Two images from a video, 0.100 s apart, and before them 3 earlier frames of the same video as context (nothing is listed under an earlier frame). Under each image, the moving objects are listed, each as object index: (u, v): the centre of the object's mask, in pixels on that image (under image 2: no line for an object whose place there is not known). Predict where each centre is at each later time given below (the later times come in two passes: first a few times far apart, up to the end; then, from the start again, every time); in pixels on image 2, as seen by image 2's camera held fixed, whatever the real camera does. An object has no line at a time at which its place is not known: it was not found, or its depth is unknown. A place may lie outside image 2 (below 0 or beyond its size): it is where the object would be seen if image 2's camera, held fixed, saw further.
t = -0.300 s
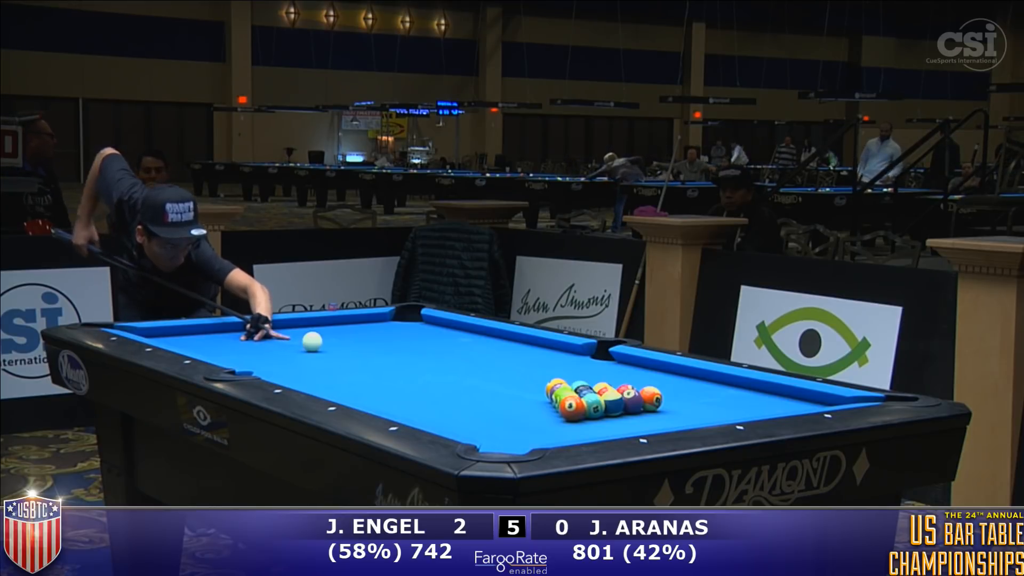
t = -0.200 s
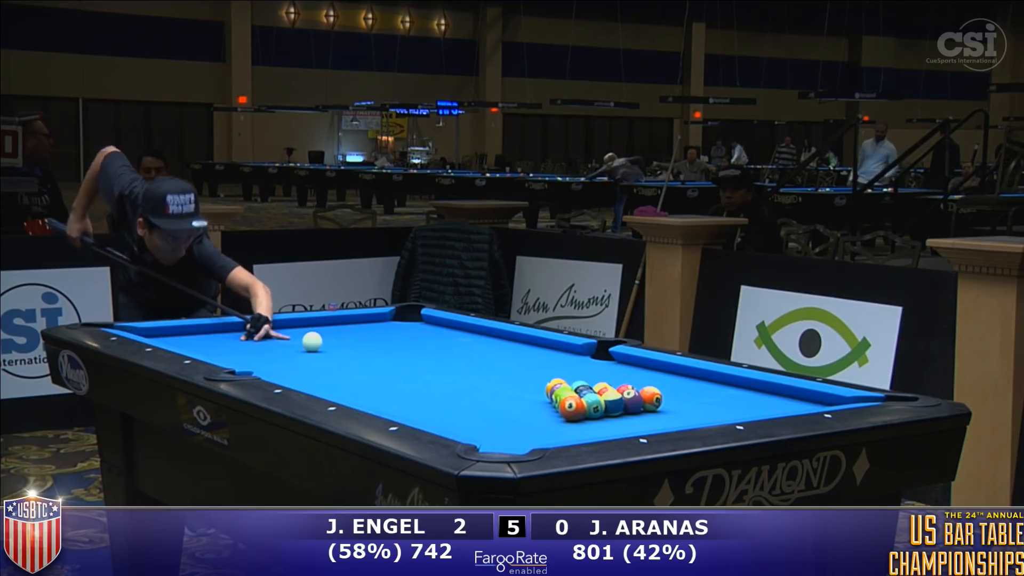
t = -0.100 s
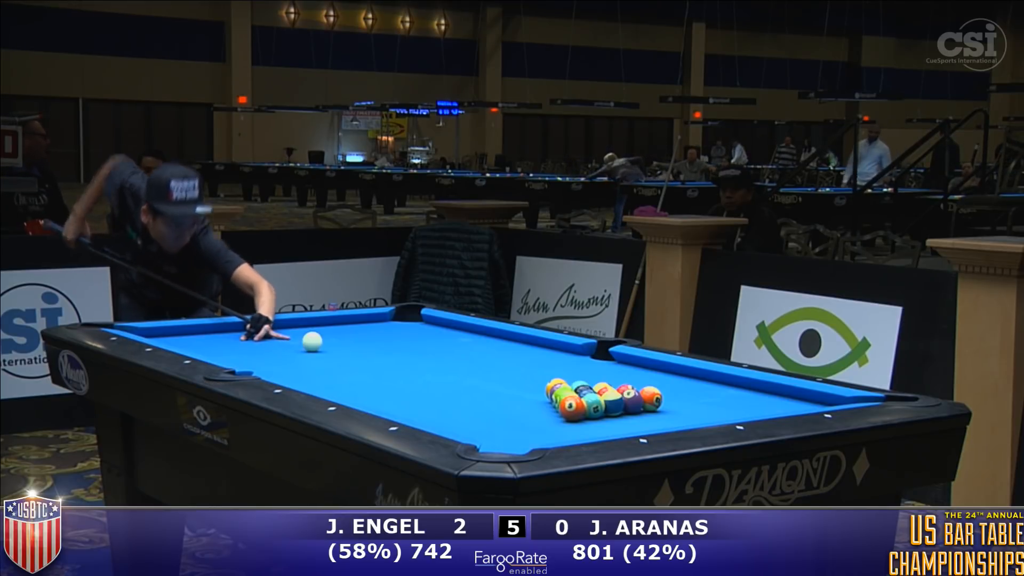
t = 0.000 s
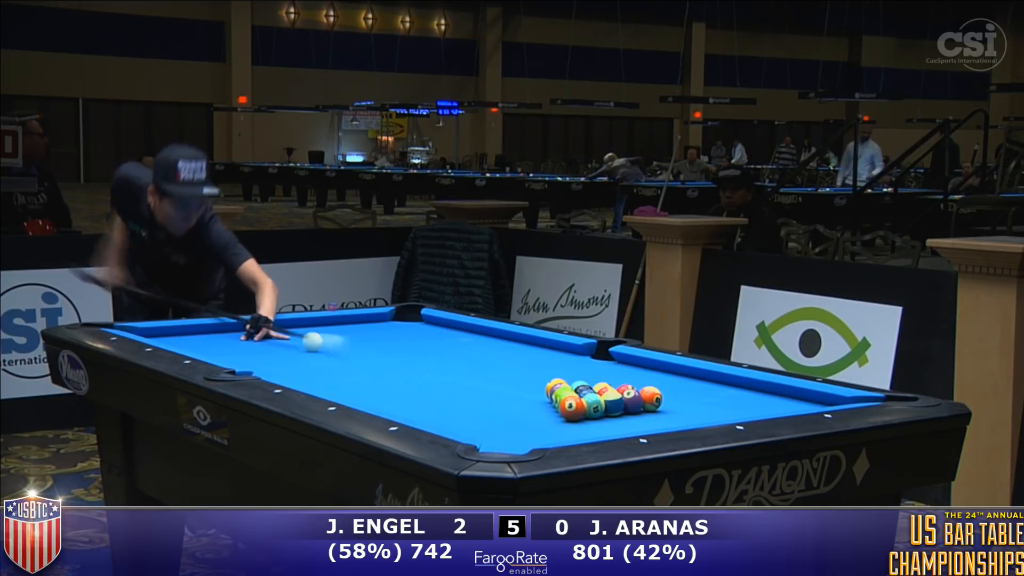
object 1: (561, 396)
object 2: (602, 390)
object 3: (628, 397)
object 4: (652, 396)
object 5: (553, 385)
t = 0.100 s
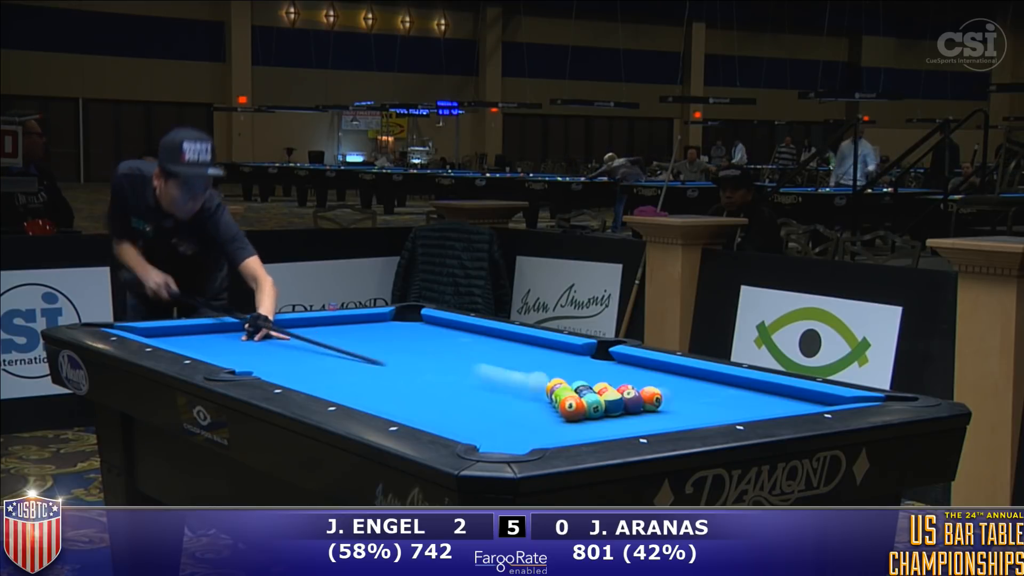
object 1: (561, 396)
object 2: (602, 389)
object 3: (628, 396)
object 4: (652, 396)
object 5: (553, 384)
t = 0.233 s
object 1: (542, 406)
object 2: (622, 385)
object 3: (717, 415)
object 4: (656, 391)
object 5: (541, 376)
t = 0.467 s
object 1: (497, 409)
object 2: (652, 377)
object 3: (629, 397)
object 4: (698, 382)
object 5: (513, 373)
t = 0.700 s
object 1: (448, 412)
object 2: (679, 369)
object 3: (555, 381)
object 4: (710, 377)
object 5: (489, 363)
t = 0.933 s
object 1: (396, 408)
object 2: (635, 368)
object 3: (491, 368)
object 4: (665, 377)
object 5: (466, 353)
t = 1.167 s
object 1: (413, 403)
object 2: (591, 367)
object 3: (440, 361)
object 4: (622, 376)
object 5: (448, 344)
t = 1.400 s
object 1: (432, 399)
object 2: (549, 366)
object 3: (391, 355)
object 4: (580, 375)
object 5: (430, 338)
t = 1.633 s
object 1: (449, 394)
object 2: (508, 365)
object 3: (346, 349)
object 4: (539, 376)
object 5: (414, 331)
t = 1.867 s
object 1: (463, 389)
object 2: (469, 364)
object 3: (304, 343)
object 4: (501, 376)
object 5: (391, 327)
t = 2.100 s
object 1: (477, 384)
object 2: (433, 363)
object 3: (265, 338)
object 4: (462, 374)
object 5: (361, 329)
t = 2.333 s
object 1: (489, 379)
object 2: (396, 363)
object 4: (441, 376)
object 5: (337, 332)
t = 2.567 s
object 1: (500, 375)
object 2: (359, 361)
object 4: (431, 377)
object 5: (314, 335)
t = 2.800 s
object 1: (511, 372)
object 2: (331, 362)
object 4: (423, 377)
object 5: (290, 339)
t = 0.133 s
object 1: (557, 400)
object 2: (605, 388)
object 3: (646, 403)
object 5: (553, 377)
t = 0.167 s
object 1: (554, 404)
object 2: (611, 387)
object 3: (672, 411)
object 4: (643, 393)
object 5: (550, 374)
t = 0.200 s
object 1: (548, 405)
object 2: (617, 386)
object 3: (695, 414)
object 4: (650, 392)
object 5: (545, 373)
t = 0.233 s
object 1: (542, 406)
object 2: (622, 385)
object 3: (717, 415)
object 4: (656, 391)
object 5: (541, 376)
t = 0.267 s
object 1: (535, 406)
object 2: (627, 385)
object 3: (708, 414)
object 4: (662, 390)
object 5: (536, 380)
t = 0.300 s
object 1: (528, 406)
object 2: (632, 384)
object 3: (693, 413)
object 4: (669, 388)
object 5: (532, 377)
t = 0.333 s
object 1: (523, 407)
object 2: (636, 383)
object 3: (680, 412)
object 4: (675, 387)
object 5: (529, 376)
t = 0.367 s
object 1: (517, 408)
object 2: (641, 382)
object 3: (668, 408)
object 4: (681, 386)
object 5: (525, 377)
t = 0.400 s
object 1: (510, 408)
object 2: (645, 380)
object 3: (656, 406)
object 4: (686, 384)
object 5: (521, 376)
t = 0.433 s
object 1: (504, 409)
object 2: (649, 379)
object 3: (644, 399)
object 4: (693, 383)
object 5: (517, 374)
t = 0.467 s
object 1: (497, 409)
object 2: (652, 377)
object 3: (629, 397)
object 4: (698, 382)
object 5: (513, 373)
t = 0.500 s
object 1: (491, 410)
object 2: (657, 376)
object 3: (619, 396)
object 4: (704, 381)
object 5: (510, 372)
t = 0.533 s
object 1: (485, 410)
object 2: (661, 375)
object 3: (609, 394)
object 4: (709, 381)
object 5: (506, 370)
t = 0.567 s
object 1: (479, 411)
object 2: (664, 374)
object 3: (600, 390)
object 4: (715, 379)
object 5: (502, 368)
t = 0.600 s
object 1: (472, 411)
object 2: (668, 373)
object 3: (589, 384)
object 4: (720, 378)
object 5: (499, 367)
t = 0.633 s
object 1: (466, 412)
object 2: (672, 371)
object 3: (573, 383)
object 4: (724, 378)
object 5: (496, 365)
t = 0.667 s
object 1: (458, 412)
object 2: (675, 370)
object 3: (565, 383)
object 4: (717, 377)
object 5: (492, 364)
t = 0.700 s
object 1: (448, 412)
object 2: (679, 369)
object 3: (555, 381)
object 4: (710, 377)
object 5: (489, 363)
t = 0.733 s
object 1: (439, 412)
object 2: (674, 368)
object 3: (545, 379)
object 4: (704, 377)
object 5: (486, 361)
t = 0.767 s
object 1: (430, 412)
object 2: (667, 368)
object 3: (535, 376)
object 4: (697, 377)
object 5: (482, 360)
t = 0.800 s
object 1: (422, 411)
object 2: (660, 368)
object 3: (526, 374)
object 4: (691, 377)
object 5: (479, 359)
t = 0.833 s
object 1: (413, 410)
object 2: (654, 368)
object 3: (516, 371)
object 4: (684, 377)
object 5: (476, 357)
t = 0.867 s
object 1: (404, 409)
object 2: (647, 368)
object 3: (506, 367)
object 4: (678, 377)
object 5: (473, 356)
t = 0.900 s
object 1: (395, 408)
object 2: (641, 368)
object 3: (500, 369)
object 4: (672, 377)
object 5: (470, 355)
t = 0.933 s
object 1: (396, 408)
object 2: (635, 368)
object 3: (491, 368)
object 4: (665, 377)
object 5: (466, 353)
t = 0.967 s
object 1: (398, 407)
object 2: (628, 368)
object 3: (484, 367)
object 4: (659, 377)
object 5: (462, 350)
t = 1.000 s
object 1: (399, 405)
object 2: (622, 367)
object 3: (476, 366)
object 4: (653, 377)
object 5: (462, 346)
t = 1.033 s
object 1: (402, 405)
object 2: (616, 367)
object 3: (469, 365)
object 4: (646, 377)
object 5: (459, 348)
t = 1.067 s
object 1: (404, 405)
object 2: (609, 367)
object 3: (461, 364)
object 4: (640, 376)
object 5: (455, 347)
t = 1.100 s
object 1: (407, 404)
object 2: (603, 367)
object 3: (454, 363)
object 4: (634, 377)
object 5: (453, 346)
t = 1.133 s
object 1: (410, 403)
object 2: (597, 367)
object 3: (447, 362)
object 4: (628, 376)
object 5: (450, 345)
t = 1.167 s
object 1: (413, 403)
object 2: (591, 367)
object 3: (440, 361)
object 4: (622, 376)
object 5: (448, 344)
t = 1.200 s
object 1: (416, 403)
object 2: (585, 367)
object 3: (433, 360)
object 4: (616, 376)
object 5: (445, 344)
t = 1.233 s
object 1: (418, 402)
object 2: (579, 367)
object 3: (426, 359)
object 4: (610, 376)
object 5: (442, 343)
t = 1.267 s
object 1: (421, 402)
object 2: (572, 366)
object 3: (418, 358)
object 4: (603, 376)
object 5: (440, 342)
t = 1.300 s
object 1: (424, 401)
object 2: (566, 366)
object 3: (411, 357)
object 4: (598, 376)
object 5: (437, 341)
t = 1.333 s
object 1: (427, 400)
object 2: (561, 366)
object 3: (404, 356)
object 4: (591, 376)
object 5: (435, 340)
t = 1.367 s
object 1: (429, 399)
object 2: (555, 366)
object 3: (398, 356)
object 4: (586, 375)
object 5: (432, 339)
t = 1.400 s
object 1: (432, 399)
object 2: (549, 366)
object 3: (391, 355)
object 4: (580, 375)
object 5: (430, 338)
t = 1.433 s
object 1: (434, 398)
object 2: (543, 366)
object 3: (385, 354)
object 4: (574, 376)
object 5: (427, 337)
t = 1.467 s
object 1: (437, 397)
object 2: (537, 366)
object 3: (378, 353)
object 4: (568, 376)
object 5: (425, 336)
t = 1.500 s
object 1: (439, 397)
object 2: (531, 366)
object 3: (372, 352)
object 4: (562, 376)
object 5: (423, 335)
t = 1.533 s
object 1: (442, 396)
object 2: (525, 366)
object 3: (366, 352)
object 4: (556, 376)
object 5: (421, 334)
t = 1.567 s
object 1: (444, 395)
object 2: (519, 366)
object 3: (359, 350)
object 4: (551, 376)
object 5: (418, 333)
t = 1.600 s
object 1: (447, 395)
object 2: (514, 365)
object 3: (353, 350)
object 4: (545, 376)
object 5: (416, 332)
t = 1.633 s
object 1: (449, 394)
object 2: (508, 365)
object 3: (346, 349)
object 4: (539, 376)
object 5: (414, 331)
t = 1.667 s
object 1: (451, 393)
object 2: (502, 365)
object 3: (340, 348)
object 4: (534, 376)
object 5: (412, 330)
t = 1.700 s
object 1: (453, 392)
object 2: (497, 365)
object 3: (335, 347)
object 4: (528, 376)
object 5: (410, 329)
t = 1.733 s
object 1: (455, 391)
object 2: (491, 365)
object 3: (328, 347)
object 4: (522, 376)
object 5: (408, 329)
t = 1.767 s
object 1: (458, 391)
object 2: (486, 365)
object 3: (322, 346)
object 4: (517, 376)
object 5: (406, 328)
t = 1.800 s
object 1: (460, 390)
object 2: (480, 365)
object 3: (316, 345)
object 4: (512, 376)
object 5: (402, 327)
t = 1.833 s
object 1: (462, 389)
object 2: (475, 364)
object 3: (310, 344)
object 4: (506, 376)
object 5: (396, 327)
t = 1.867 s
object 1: (463, 389)
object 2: (469, 364)
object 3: (304, 343)
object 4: (501, 376)
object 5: (391, 327)
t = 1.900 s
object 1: (466, 388)
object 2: (464, 364)
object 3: (299, 343)
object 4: (495, 376)
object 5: (386, 327)
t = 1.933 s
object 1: (467, 387)
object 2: (458, 364)
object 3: (293, 342)
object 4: (490, 376)
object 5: (381, 327)
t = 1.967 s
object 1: (470, 386)
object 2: (453, 364)
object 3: (288, 341)
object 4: (486, 375)
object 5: (376, 327)
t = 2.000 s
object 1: (471, 386)
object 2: (448, 364)
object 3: (282, 341)
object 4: (481, 373)
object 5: (371, 327)
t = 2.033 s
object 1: (473, 385)
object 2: (443, 364)
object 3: (276, 340)
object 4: (475, 370)
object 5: (367, 328)
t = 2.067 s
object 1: (475, 384)
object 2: (438, 364)
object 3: (271, 339)
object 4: (466, 372)
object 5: (365, 328)
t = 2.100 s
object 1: (477, 384)
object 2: (433, 363)
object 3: (265, 338)
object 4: (462, 374)
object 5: (361, 329)
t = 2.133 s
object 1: (479, 383)
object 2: (428, 361)
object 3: (260, 337)
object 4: (458, 375)
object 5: (358, 329)
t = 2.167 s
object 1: (481, 382)
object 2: (422, 359)
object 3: (255, 337)
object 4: (453, 375)
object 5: (355, 330)
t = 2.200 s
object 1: (482, 382)
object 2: (415, 361)
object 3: (250, 337)
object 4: (448, 375)
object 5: (351, 330)
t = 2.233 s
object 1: (484, 381)
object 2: (410, 362)
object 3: (245, 336)
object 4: (445, 375)
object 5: (348, 331)
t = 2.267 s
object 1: (486, 381)
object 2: (406, 363)
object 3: (240, 335)
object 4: (444, 375)
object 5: (344, 331)
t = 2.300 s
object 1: (488, 380)
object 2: (401, 363)
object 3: (235, 334)
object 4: (442, 376)
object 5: (341, 332)
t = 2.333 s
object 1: (489, 379)
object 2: (396, 363)
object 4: (441, 376)
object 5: (337, 332)
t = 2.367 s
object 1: (491, 379)
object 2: (392, 363)
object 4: (440, 376)
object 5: (334, 333)
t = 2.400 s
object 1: (493, 378)
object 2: (387, 363)
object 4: (438, 376)
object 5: (331, 333)
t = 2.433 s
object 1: (494, 378)
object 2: (383, 363)
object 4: (437, 376)
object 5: (327, 333)
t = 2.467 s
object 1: (496, 377)
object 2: (380, 362)
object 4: (435, 376)
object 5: (324, 334)
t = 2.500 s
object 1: (497, 376)
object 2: (376, 360)
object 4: (434, 376)
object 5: (320, 335)
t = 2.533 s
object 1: (499, 376)
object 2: (366, 356)
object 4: (433, 376)
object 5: (317, 335)
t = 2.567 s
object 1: (500, 375)
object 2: (359, 361)
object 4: (431, 377)
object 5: (314, 335)
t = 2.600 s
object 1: (502, 375)
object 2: (356, 362)
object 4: (430, 377)
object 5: (310, 336)
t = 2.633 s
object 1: (504, 374)
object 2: (353, 363)
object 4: (429, 377)
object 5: (307, 336)
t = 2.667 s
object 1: (505, 374)
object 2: (349, 363)
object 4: (427, 377)
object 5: (303, 337)
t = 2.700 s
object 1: (507, 373)
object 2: (344, 362)
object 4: (426, 377)
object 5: (300, 337)
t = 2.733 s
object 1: (508, 373)
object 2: (340, 362)
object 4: (425, 377)
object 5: (296, 338)
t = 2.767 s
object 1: (510, 372)
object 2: (335, 362)
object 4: (424, 377)
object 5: (293, 338)
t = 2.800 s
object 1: (511, 372)
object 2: (331, 362)
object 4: (423, 377)
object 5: (290, 339)
